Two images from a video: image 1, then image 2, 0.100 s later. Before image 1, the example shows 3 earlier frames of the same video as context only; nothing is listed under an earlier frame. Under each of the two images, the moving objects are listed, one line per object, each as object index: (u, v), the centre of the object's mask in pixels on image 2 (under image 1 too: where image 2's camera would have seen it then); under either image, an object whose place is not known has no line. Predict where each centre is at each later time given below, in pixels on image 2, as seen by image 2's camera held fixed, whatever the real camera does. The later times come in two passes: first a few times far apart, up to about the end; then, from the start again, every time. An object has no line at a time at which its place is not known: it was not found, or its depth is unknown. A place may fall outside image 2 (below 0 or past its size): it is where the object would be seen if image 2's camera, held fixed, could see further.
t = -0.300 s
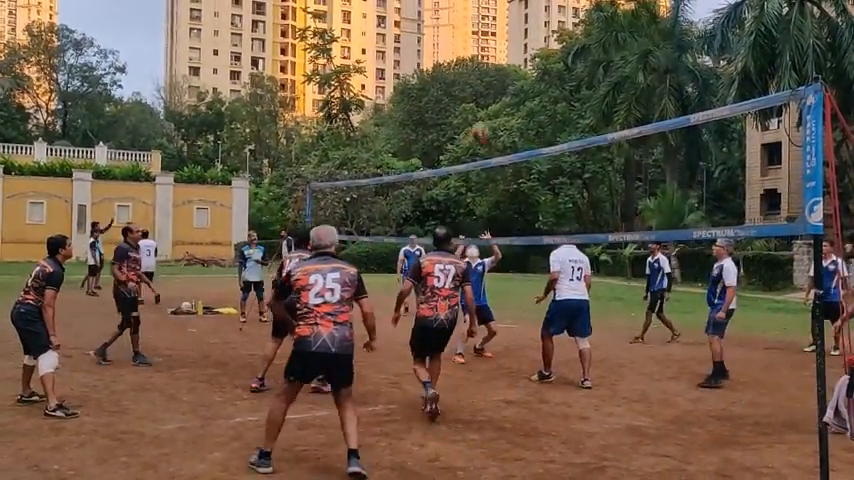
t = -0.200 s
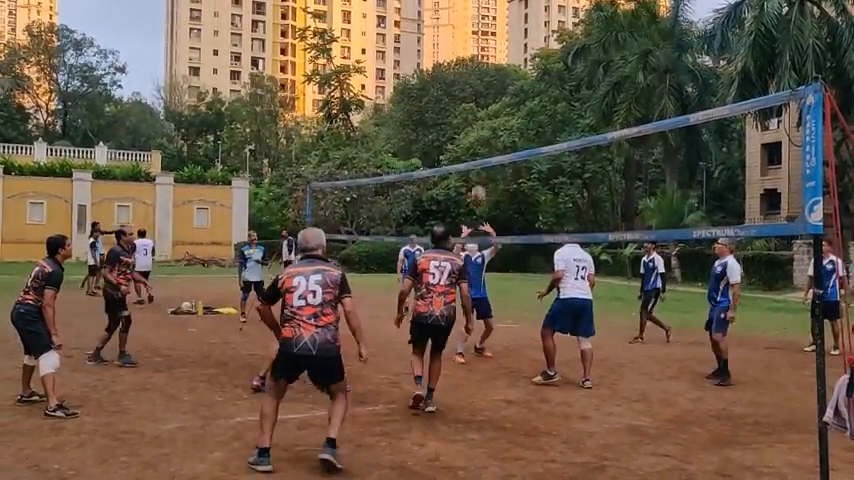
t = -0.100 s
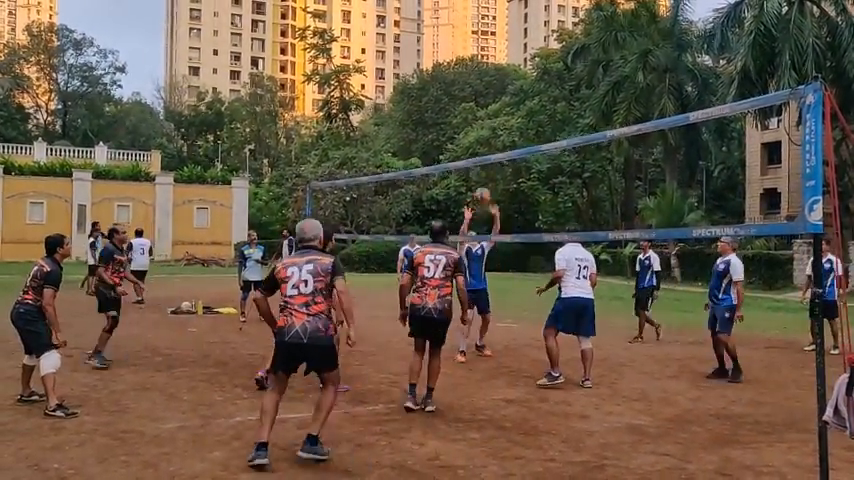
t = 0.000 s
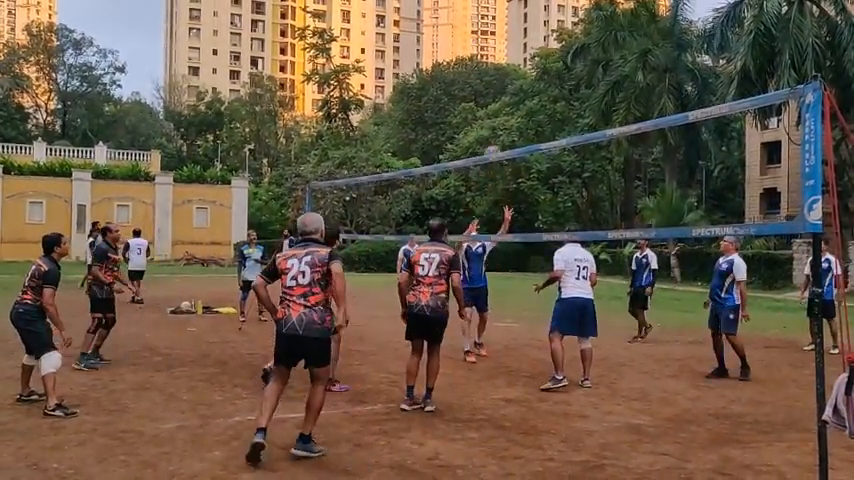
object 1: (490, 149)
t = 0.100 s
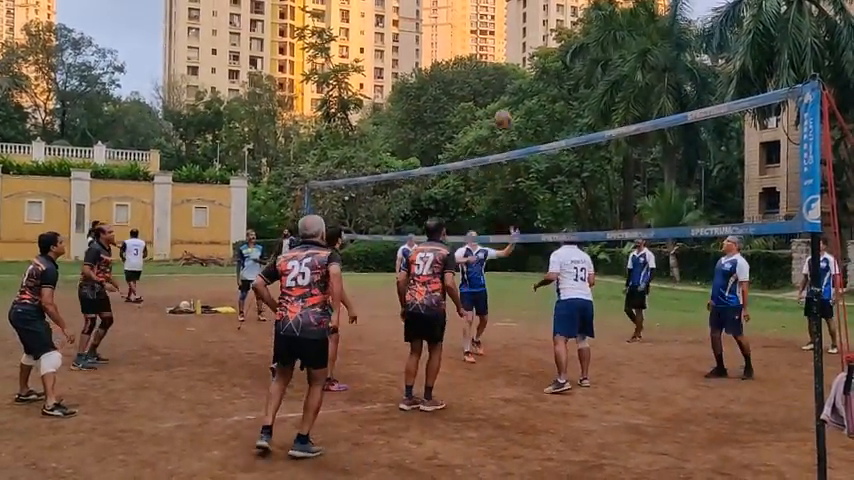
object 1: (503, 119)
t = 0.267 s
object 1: (521, 73)
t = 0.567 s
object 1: (556, 41)
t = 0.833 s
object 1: (591, 78)
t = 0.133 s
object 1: (505, 106)
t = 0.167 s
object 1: (509, 97)
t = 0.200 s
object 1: (513, 88)
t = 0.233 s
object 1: (516, 80)
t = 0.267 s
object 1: (521, 73)
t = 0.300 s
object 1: (525, 67)
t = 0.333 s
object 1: (529, 59)
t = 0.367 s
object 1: (531, 55)
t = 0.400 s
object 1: (535, 50)
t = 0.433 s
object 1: (540, 46)
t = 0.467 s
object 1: (544, 44)
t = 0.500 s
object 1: (548, 42)
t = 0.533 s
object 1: (552, 40)
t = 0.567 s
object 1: (556, 41)
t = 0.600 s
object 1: (561, 41)
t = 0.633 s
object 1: (565, 44)
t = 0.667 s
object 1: (570, 47)
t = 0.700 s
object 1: (574, 51)
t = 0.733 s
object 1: (577, 56)
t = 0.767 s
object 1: (582, 62)
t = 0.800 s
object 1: (587, 69)
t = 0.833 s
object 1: (591, 78)
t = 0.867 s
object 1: (596, 86)
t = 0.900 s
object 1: (600, 96)
